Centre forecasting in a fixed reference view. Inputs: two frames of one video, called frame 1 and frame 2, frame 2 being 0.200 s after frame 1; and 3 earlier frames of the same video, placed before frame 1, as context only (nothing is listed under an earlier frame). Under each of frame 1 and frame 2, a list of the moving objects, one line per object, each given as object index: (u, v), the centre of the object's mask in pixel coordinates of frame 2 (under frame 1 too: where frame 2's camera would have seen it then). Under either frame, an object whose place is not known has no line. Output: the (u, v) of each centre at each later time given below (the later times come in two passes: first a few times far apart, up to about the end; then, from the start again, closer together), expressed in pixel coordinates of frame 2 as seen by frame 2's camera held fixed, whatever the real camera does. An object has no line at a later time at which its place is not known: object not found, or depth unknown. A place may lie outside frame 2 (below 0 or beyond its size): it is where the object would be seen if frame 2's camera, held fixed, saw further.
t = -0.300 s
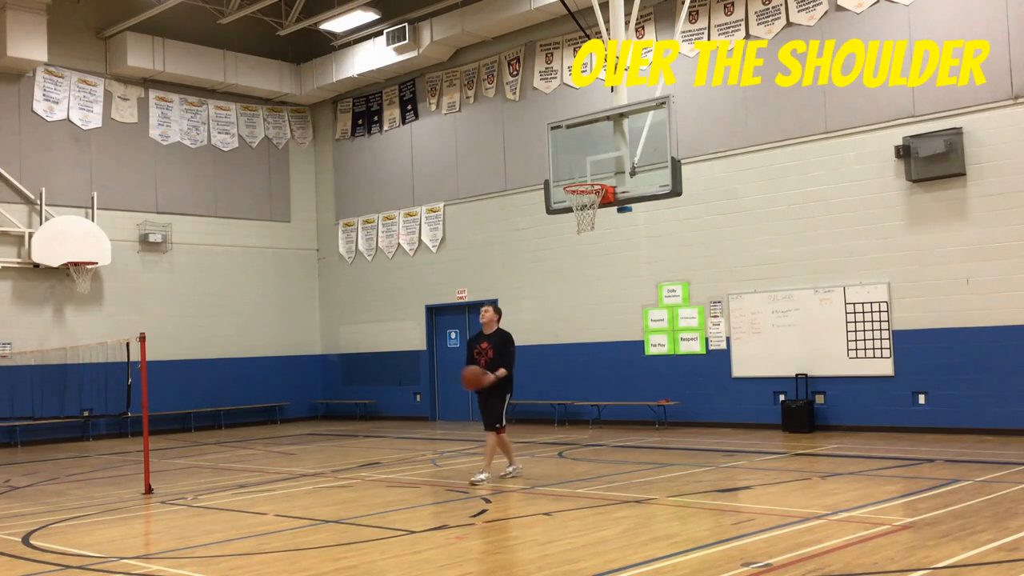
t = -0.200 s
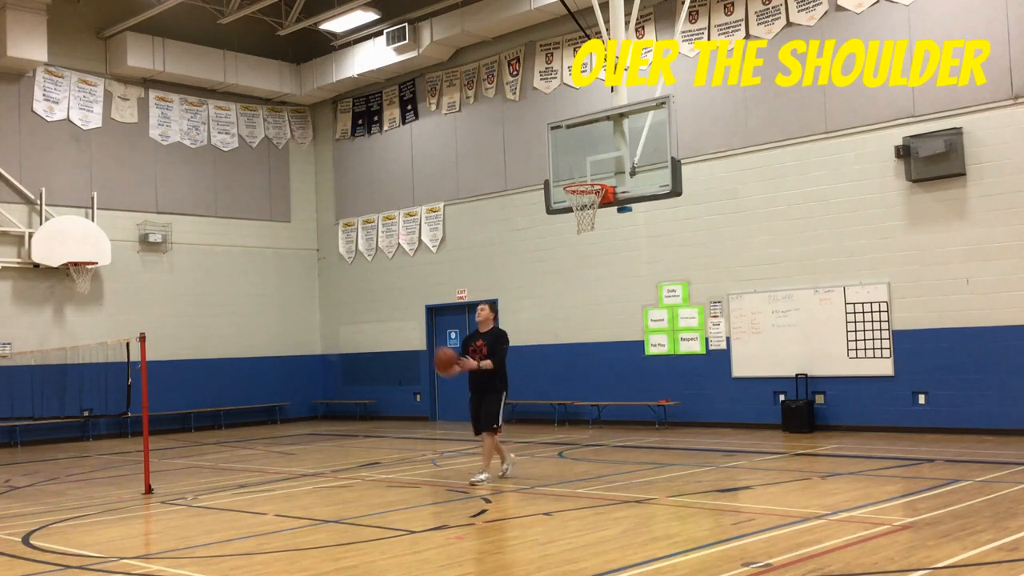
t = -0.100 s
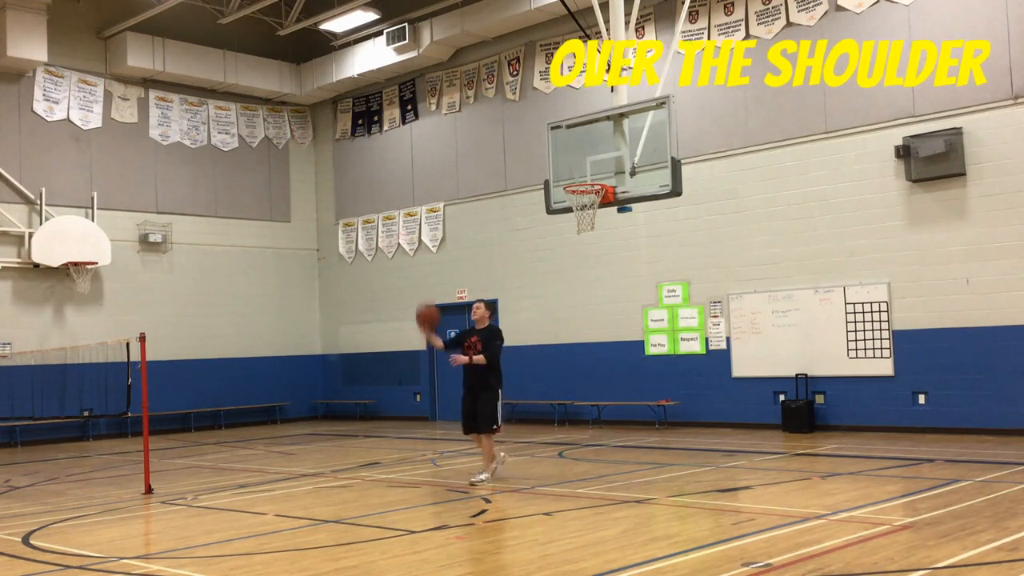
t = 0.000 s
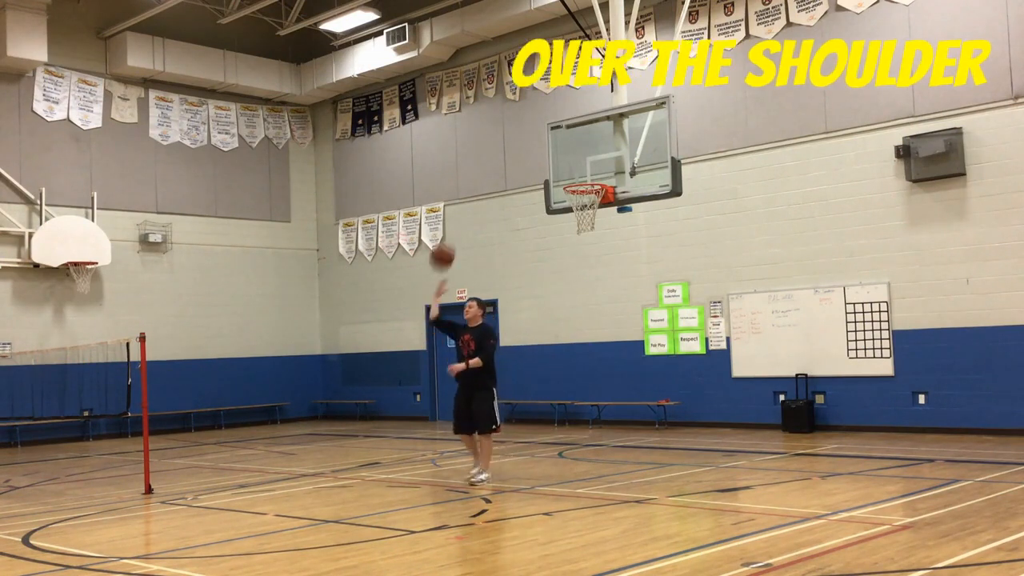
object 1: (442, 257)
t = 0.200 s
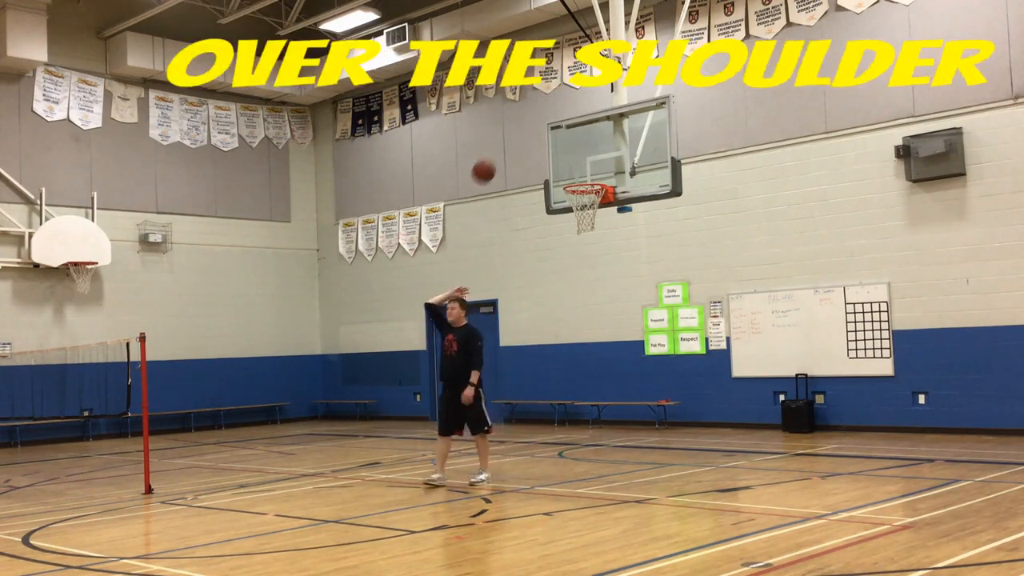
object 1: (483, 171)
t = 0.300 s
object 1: (503, 145)
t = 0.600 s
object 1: (558, 124)
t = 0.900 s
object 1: (580, 172)
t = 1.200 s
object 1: (598, 203)
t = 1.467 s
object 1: (585, 216)
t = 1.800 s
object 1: (568, 286)
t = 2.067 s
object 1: (558, 416)
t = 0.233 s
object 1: (490, 161)
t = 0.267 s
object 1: (496, 153)
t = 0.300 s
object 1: (503, 145)
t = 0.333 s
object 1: (509, 139)
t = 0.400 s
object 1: (522, 128)
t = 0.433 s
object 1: (528, 125)
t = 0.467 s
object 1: (534, 123)
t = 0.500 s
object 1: (540, 122)
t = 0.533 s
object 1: (546, 121)
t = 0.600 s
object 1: (558, 124)
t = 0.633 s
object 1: (565, 126)
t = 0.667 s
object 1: (570, 130)
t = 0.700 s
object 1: (576, 134)
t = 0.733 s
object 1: (582, 140)
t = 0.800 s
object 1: (593, 152)
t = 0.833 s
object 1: (589, 158)
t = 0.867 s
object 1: (585, 164)
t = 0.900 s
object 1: (580, 172)
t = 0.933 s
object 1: (575, 178)
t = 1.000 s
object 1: (582, 185)
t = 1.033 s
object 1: (587, 190)
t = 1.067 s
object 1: (591, 193)
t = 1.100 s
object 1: (593, 195)
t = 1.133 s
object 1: (594, 197)
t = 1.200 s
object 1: (598, 203)
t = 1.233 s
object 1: (597, 206)
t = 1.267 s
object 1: (597, 205)
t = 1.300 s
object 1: (596, 206)
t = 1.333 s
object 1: (595, 206)
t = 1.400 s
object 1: (589, 213)
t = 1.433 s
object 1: (587, 214)
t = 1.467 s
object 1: (585, 216)
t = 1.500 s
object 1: (583, 218)
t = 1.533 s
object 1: (581, 223)
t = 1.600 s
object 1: (577, 232)
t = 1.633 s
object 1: (575, 239)
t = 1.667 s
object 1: (574, 246)
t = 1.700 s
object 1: (572, 254)
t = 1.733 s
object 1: (571, 264)
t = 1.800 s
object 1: (568, 286)
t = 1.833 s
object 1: (567, 299)
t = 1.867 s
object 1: (565, 312)
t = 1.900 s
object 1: (564, 326)
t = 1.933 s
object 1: (563, 342)
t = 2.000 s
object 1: (561, 376)
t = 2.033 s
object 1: (560, 395)
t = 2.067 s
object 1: (558, 416)
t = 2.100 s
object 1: (558, 438)
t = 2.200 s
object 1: (553, 428)
